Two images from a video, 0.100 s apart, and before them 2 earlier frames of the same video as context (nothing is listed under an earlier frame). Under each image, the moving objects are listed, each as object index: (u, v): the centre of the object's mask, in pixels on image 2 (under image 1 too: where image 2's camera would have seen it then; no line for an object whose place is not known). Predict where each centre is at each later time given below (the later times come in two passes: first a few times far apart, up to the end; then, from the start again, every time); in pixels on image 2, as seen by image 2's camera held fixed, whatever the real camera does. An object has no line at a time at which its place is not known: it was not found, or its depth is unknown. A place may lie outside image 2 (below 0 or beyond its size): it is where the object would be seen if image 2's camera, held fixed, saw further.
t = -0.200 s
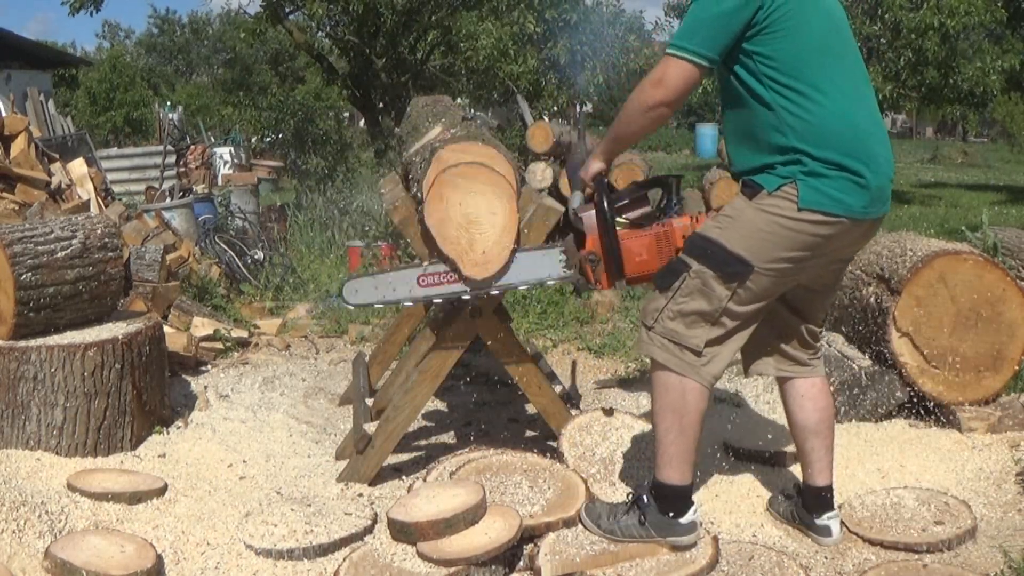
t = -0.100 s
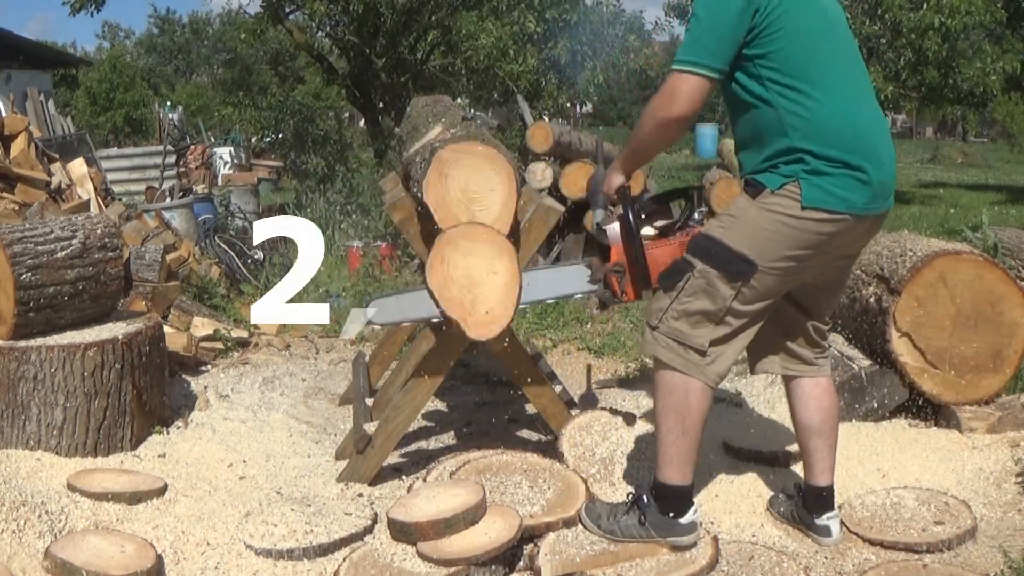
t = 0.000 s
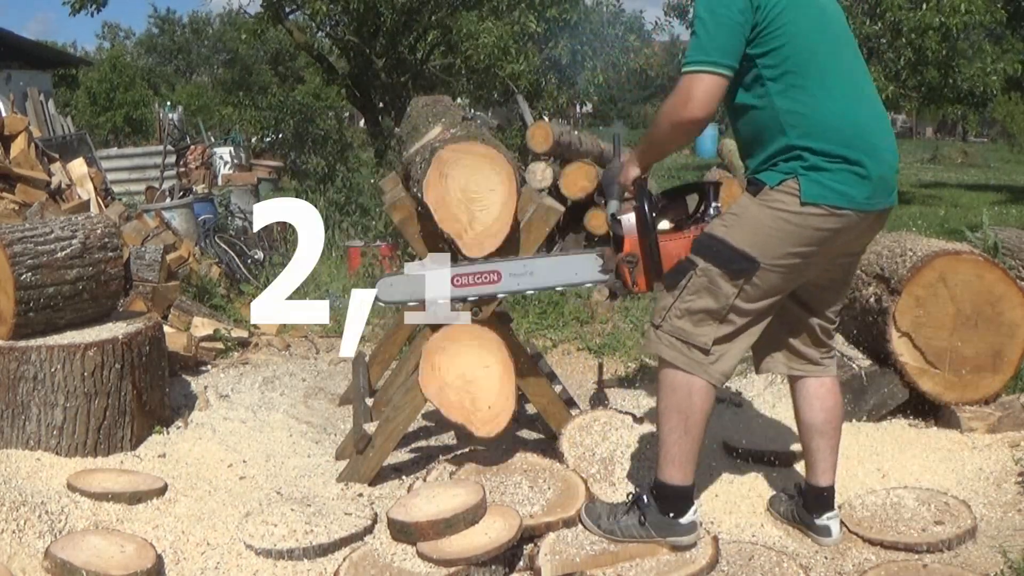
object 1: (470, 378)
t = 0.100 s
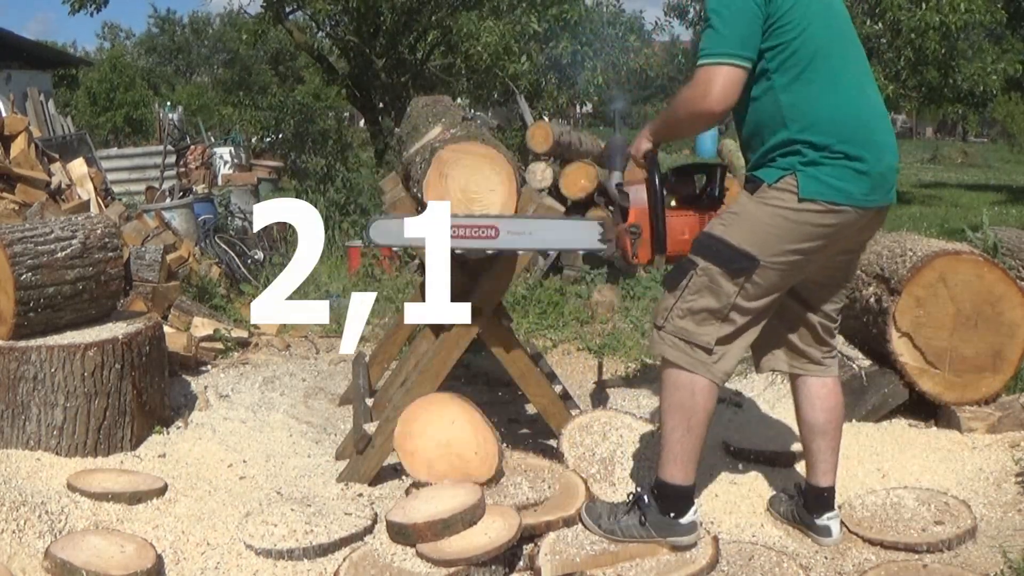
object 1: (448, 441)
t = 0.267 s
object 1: (388, 446)
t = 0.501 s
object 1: (312, 460)
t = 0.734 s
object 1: (235, 454)
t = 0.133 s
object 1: (435, 443)
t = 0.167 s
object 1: (424, 444)
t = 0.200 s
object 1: (412, 442)
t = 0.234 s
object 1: (399, 442)
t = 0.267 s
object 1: (388, 446)
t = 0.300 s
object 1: (379, 449)
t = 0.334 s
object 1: (366, 457)
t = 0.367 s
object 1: (358, 462)
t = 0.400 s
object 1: (346, 456)
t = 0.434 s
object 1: (333, 457)
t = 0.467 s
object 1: (322, 460)
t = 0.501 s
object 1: (312, 460)
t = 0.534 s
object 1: (300, 462)
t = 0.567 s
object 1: (289, 463)
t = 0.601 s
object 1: (279, 463)
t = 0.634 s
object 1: (266, 463)
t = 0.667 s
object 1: (256, 459)
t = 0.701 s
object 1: (245, 456)
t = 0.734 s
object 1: (235, 454)
